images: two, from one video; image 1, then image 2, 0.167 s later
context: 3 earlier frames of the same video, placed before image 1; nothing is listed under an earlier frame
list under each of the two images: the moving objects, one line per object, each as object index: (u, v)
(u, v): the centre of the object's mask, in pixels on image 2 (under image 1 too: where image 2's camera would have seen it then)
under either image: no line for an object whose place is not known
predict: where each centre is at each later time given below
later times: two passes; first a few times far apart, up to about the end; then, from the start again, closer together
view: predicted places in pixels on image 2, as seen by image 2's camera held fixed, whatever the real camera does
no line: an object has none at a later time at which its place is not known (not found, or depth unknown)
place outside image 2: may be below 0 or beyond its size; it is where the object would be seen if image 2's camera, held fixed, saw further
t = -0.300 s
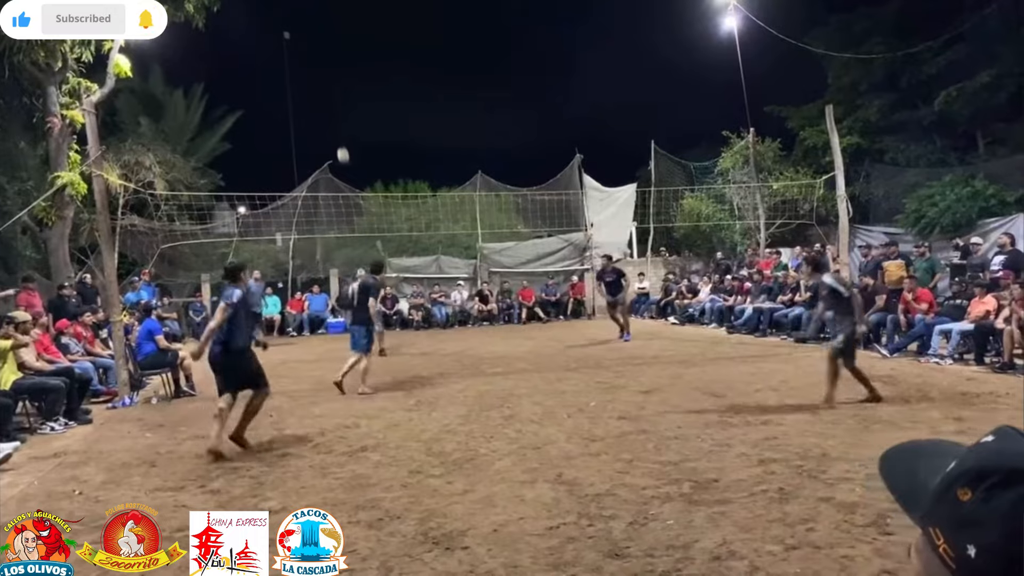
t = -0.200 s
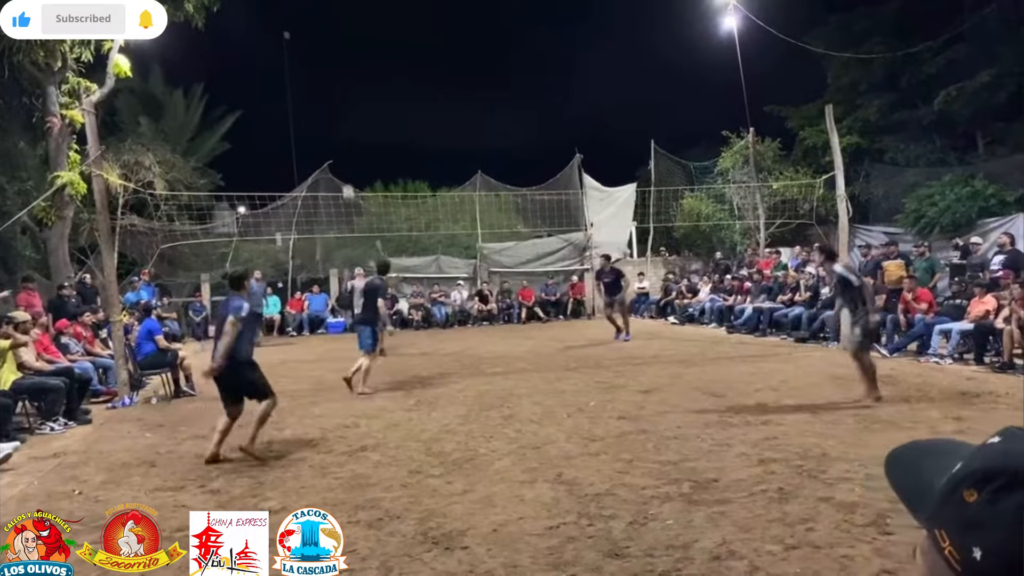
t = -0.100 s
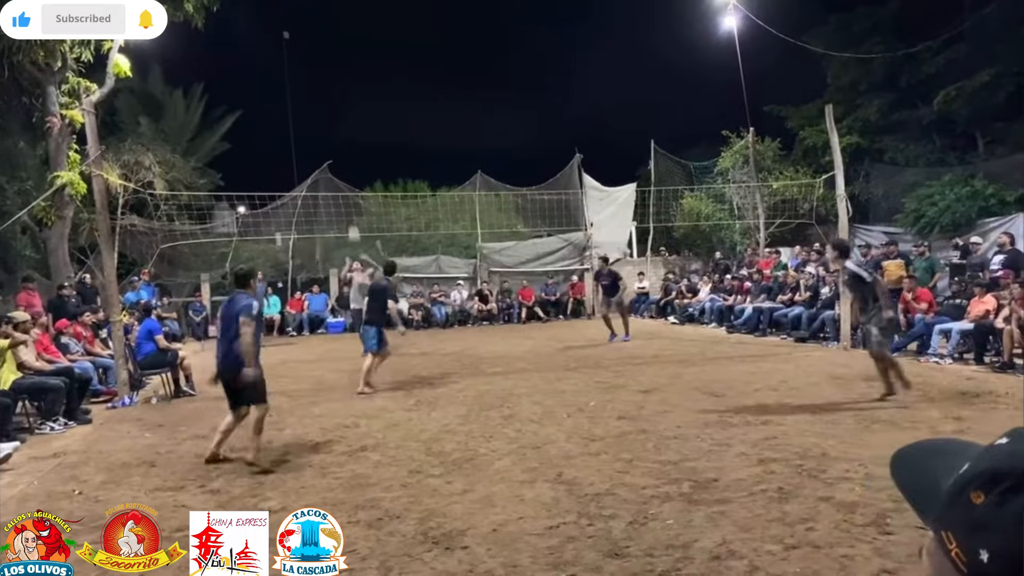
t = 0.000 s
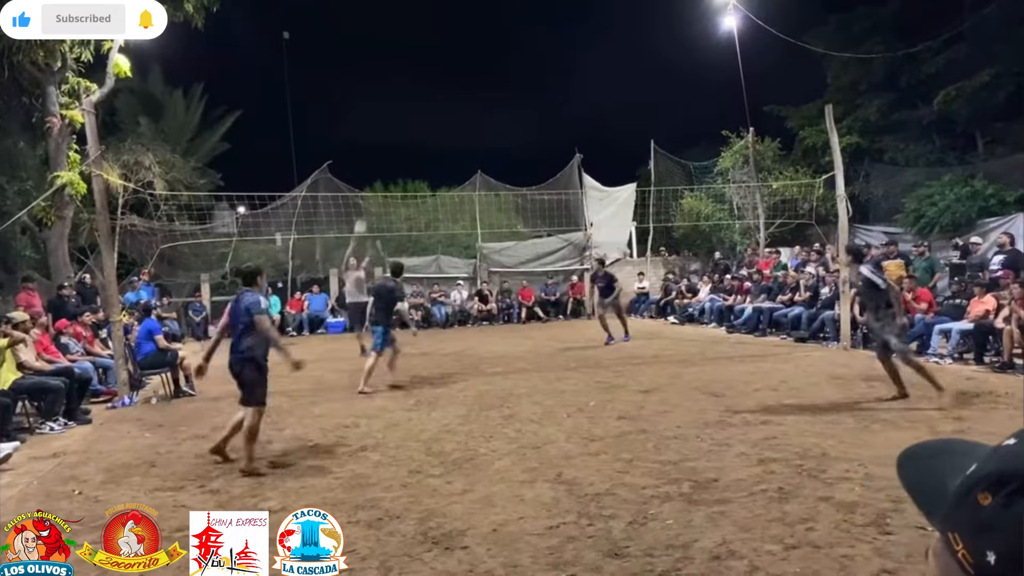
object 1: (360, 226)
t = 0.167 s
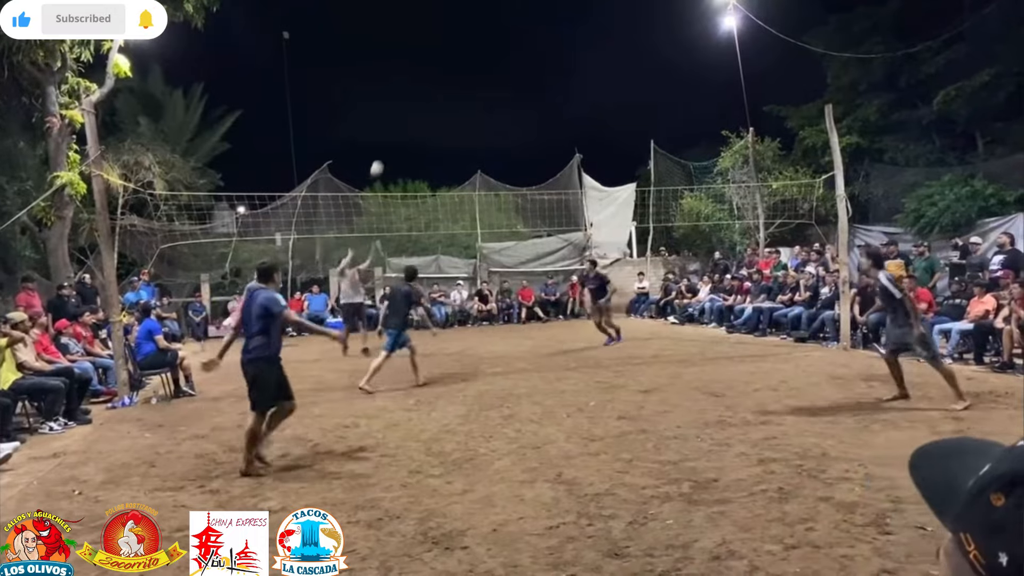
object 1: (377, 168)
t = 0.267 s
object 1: (387, 139)
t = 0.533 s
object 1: (416, 88)
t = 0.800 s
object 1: (447, 77)
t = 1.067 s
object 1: (480, 108)
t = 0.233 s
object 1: (384, 148)
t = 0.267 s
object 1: (387, 139)
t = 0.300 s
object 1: (391, 130)
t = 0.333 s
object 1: (394, 122)
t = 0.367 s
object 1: (397, 115)
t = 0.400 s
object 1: (401, 109)
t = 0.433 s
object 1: (405, 103)
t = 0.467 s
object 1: (409, 98)
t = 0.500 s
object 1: (412, 93)
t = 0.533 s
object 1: (416, 88)
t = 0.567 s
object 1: (419, 85)
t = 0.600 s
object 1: (423, 82)
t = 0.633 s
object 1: (427, 80)
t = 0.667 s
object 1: (431, 77)
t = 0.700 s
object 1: (435, 77)
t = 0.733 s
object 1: (439, 76)
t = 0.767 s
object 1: (443, 77)
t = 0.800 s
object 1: (447, 77)
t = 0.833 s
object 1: (451, 79)
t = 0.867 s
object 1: (455, 81)
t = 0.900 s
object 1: (459, 84)
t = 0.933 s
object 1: (463, 88)
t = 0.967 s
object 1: (467, 92)
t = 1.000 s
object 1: (472, 97)
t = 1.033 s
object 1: (476, 103)
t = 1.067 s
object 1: (480, 108)
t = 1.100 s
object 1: (484, 115)
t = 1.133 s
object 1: (489, 123)
